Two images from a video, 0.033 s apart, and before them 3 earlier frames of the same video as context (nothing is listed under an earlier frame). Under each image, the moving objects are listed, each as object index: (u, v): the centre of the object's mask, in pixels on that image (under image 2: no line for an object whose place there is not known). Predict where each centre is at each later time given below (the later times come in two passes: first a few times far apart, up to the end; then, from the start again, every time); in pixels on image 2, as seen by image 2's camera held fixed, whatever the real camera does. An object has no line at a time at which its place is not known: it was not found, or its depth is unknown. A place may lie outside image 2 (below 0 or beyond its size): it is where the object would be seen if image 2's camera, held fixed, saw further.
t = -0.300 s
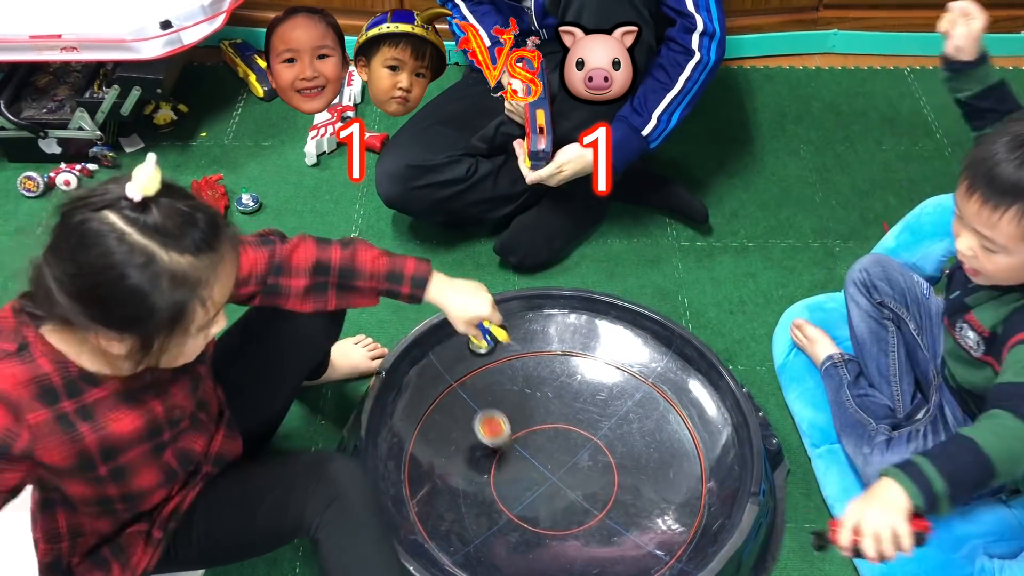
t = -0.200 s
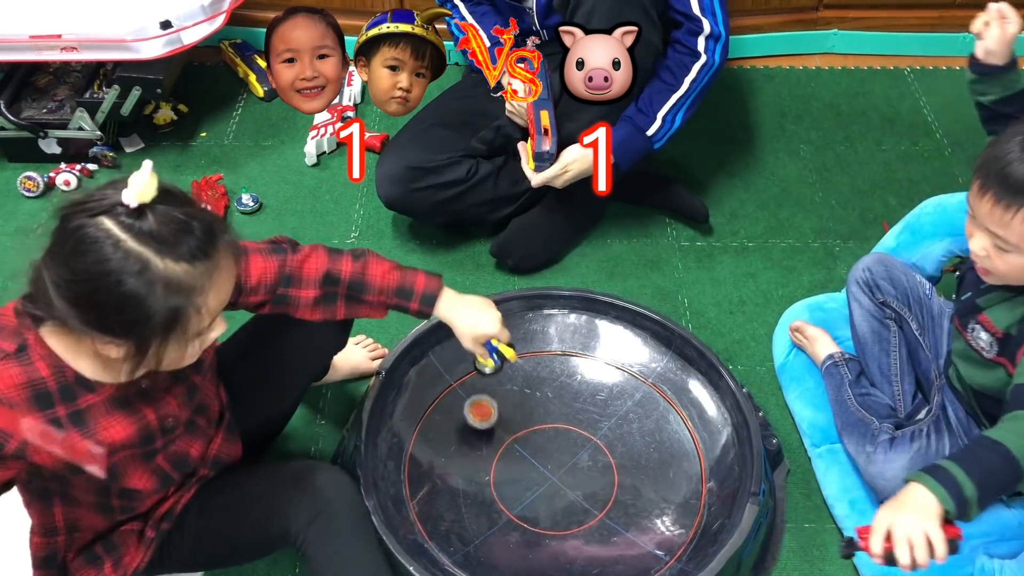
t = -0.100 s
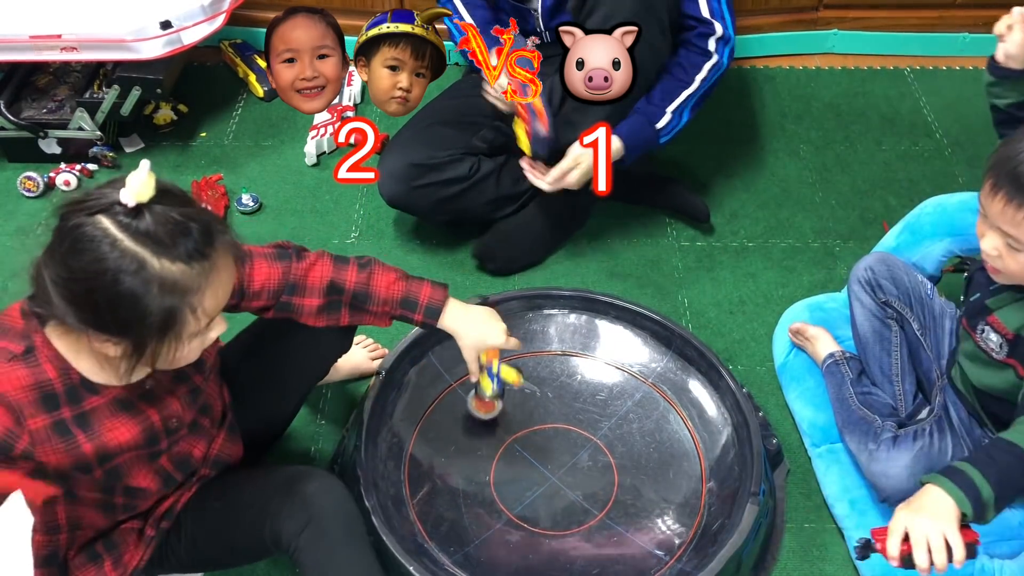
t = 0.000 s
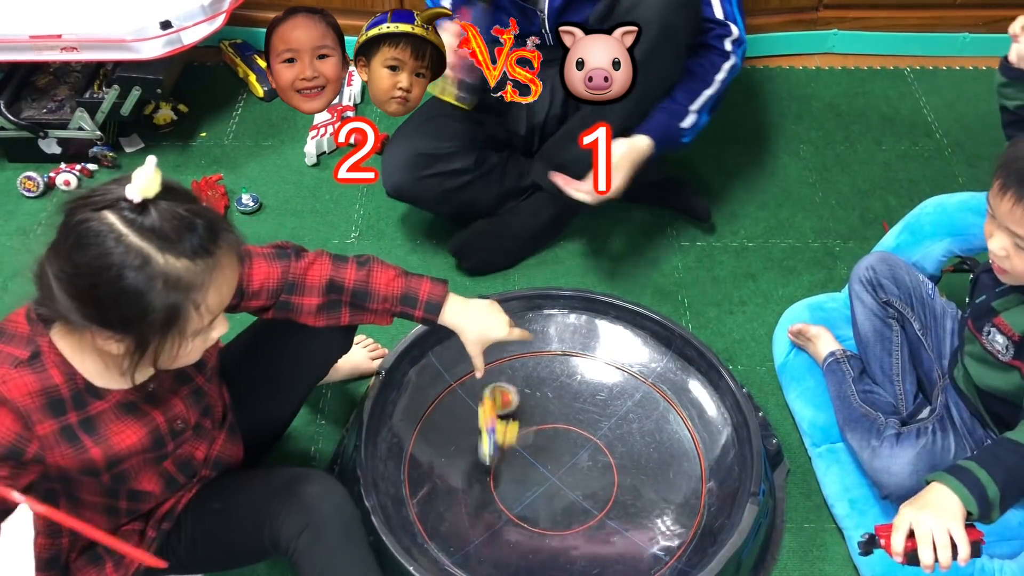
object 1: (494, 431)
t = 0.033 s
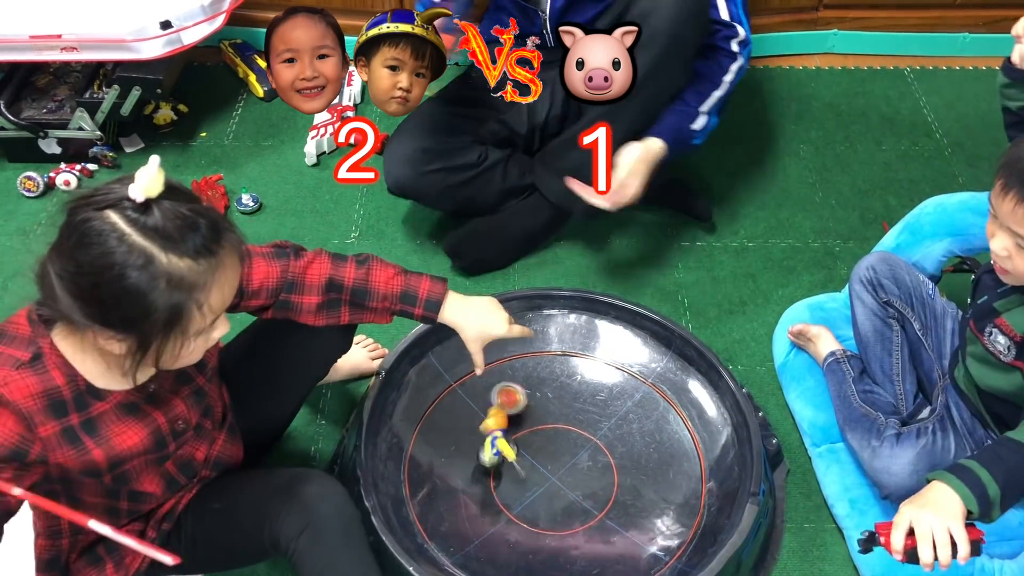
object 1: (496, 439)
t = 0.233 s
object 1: (515, 445)
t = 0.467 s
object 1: (529, 439)
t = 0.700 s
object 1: (544, 429)
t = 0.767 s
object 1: (547, 429)
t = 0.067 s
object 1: (497, 433)
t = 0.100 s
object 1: (500, 427)
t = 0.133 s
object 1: (505, 432)
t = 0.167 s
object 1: (509, 433)
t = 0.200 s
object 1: (513, 441)
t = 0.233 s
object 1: (515, 445)
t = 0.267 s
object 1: (517, 440)
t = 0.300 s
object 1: (522, 443)
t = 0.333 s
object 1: (521, 442)
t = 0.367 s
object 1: (527, 442)
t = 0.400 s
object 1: (526, 442)
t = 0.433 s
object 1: (527, 439)
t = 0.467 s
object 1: (529, 439)
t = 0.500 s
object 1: (532, 437)
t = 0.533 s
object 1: (534, 435)
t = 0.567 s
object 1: (533, 432)
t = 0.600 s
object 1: (536, 430)
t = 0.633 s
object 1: (540, 433)
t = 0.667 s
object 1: (544, 424)
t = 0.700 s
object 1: (544, 429)
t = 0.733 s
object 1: (545, 429)
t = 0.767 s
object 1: (547, 429)
